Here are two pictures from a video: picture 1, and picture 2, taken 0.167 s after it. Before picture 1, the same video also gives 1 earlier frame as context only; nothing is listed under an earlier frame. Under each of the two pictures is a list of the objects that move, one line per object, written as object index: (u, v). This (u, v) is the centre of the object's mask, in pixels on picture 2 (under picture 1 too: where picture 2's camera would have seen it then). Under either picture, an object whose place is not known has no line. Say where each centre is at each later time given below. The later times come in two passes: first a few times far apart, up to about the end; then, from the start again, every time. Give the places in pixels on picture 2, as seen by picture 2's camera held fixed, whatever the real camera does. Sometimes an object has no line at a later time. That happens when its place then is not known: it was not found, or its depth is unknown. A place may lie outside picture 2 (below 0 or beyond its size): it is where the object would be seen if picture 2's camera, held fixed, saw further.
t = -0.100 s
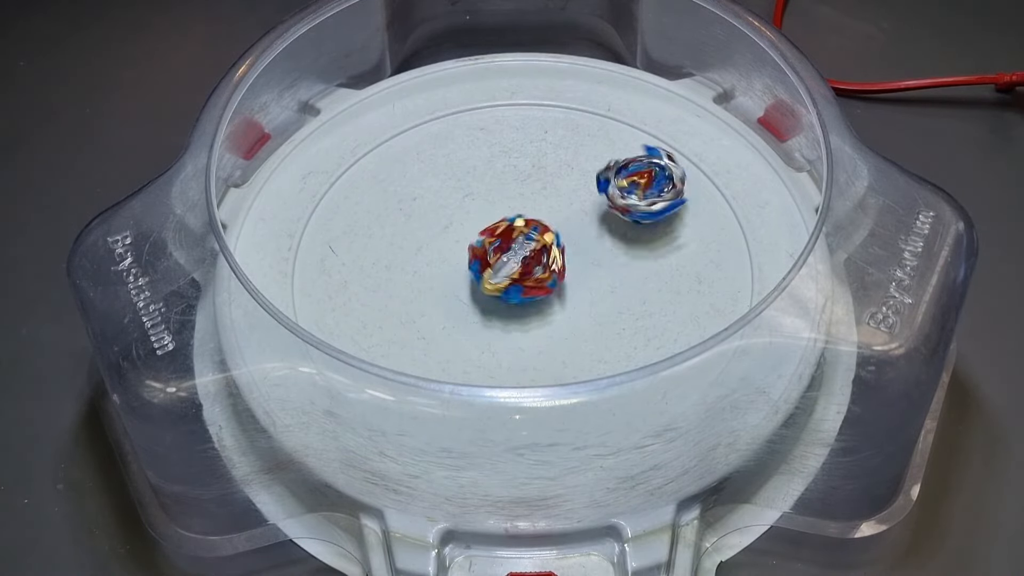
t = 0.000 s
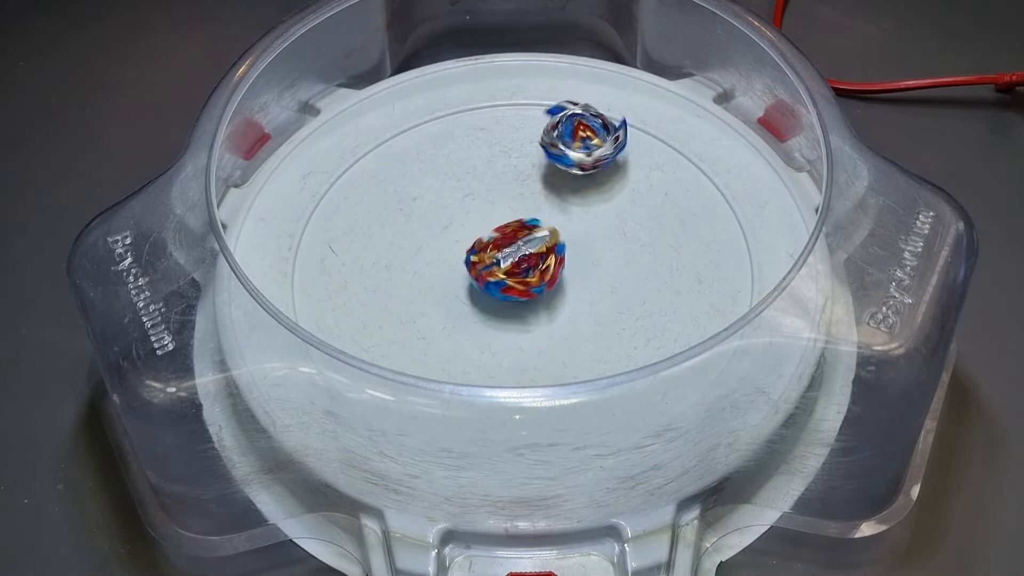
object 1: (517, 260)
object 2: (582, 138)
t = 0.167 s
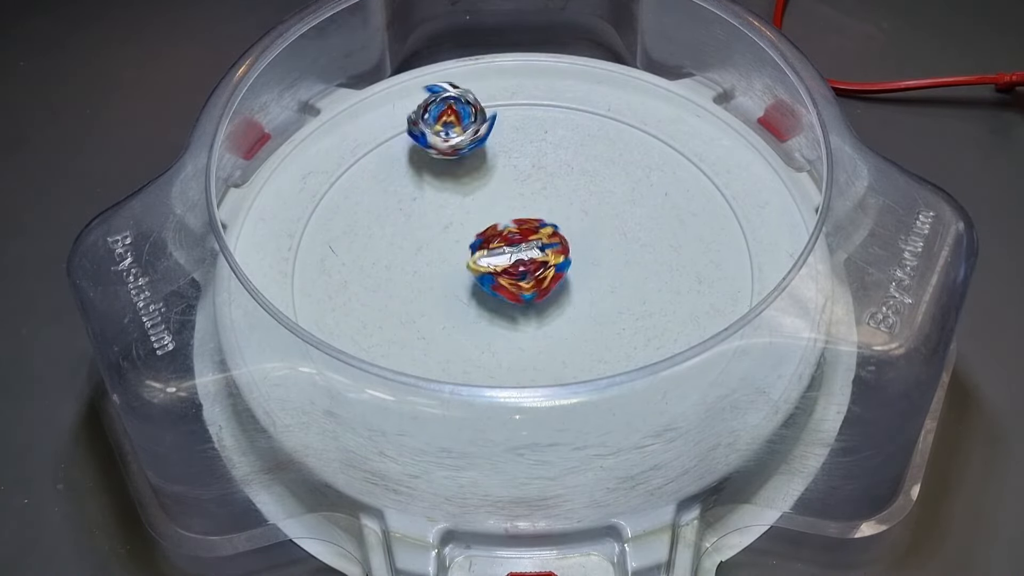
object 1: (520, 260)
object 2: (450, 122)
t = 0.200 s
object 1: (518, 259)
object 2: (425, 130)
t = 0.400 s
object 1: (523, 259)
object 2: (363, 256)
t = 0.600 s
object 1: (526, 256)
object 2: (498, 356)
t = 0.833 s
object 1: (522, 257)
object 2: (690, 301)
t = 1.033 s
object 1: (522, 258)
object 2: (646, 179)
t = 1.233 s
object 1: (522, 257)
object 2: (488, 147)
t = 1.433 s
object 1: (517, 259)
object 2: (357, 212)
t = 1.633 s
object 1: (522, 255)
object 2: (408, 335)
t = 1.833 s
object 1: (525, 260)
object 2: (591, 340)
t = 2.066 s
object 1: (522, 255)
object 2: (681, 212)
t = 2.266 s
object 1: (528, 255)
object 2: (570, 137)
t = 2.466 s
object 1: (524, 252)
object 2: (426, 179)
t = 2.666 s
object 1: (525, 252)
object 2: (375, 291)
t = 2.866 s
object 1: (521, 255)
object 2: (499, 359)
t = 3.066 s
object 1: (520, 255)
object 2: (639, 299)
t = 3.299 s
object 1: (519, 260)
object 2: (622, 165)
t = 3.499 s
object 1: (517, 262)
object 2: (495, 136)
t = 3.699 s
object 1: (518, 271)
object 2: (402, 222)
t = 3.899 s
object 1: (523, 269)
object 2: (434, 335)
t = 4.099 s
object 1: (525, 265)
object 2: (581, 350)
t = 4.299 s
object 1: (525, 268)
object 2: (644, 253)
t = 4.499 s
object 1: (521, 263)
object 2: (574, 162)
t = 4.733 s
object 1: (526, 264)
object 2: (434, 163)
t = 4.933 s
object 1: (532, 255)
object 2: (407, 269)
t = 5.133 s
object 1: (527, 261)
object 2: (512, 345)
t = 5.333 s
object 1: (523, 254)
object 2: (643, 310)
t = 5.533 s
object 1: (517, 258)
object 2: (623, 209)
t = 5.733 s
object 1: (507, 257)
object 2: (512, 161)
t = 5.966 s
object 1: (514, 260)
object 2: (394, 210)
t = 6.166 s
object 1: (517, 265)
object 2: (438, 308)
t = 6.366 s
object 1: (515, 258)
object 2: (574, 331)
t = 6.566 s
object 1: (520, 256)
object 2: (653, 258)
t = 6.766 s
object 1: (518, 259)
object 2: (584, 186)
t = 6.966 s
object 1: (522, 256)
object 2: (465, 179)
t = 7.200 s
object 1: (517, 260)
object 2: (394, 262)
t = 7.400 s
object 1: (529, 267)
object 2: (474, 328)
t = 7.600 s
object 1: (553, 258)
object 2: (564, 315)
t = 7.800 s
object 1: (565, 241)
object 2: (588, 308)
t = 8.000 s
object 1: (526, 227)
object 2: (570, 311)
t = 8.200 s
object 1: (504, 240)
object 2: (581, 289)
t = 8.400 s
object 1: (502, 252)
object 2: (585, 277)
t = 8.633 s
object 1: (502, 253)
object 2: (585, 276)
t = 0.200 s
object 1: (518, 259)
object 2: (425, 130)
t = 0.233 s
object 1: (521, 259)
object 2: (401, 143)
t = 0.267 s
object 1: (520, 259)
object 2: (382, 161)
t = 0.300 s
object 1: (523, 259)
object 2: (368, 181)
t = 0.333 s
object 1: (522, 259)
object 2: (360, 206)
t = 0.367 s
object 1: (525, 259)
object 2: (359, 231)
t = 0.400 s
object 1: (523, 259)
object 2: (363, 256)
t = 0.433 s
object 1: (525, 258)
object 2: (374, 281)
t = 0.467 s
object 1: (523, 258)
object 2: (390, 304)
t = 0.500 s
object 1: (526, 256)
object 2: (411, 326)
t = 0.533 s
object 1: (524, 257)
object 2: (438, 341)
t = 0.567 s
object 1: (528, 255)
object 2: (466, 350)
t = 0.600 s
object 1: (526, 256)
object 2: (498, 356)
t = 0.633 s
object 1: (527, 255)
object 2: (528, 358)
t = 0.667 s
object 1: (526, 257)
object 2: (560, 357)
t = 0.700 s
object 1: (524, 255)
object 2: (593, 353)
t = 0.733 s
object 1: (525, 258)
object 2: (623, 344)
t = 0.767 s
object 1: (522, 256)
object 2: (650, 332)
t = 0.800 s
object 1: (524, 258)
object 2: (671, 318)
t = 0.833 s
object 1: (522, 257)
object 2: (690, 301)
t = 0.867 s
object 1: (525, 258)
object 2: (700, 278)
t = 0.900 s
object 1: (522, 257)
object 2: (700, 255)
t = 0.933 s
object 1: (525, 257)
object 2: (696, 232)
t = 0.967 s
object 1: (522, 257)
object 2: (683, 212)
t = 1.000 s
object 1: (523, 255)
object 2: (667, 194)
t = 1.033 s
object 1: (522, 258)
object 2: (646, 179)
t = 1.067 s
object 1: (520, 256)
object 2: (622, 167)
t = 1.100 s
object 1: (522, 259)
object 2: (597, 157)
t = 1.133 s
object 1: (520, 258)
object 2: (570, 150)
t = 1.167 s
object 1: (524, 259)
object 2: (543, 147)
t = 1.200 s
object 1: (521, 259)
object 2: (515, 145)
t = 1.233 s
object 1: (522, 257)
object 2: (488, 147)
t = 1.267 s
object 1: (520, 259)
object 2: (461, 150)
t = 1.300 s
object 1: (518, 257)
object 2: (435, 157)
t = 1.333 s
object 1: (520, 260)
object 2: (412, 166)
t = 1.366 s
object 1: (517, 259)
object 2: (390, 179)
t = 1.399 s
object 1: (521, 258)
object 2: (373, 194)
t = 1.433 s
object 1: (517, 259)
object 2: (357, 212)
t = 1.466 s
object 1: (517, 255)
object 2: (349, 233)
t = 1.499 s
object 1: (518, 258)
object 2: (347, 254)
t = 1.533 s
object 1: (517, 257)
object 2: (352, 279)
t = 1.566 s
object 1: (523, 257)
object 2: (365, 300)
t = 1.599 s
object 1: (521, 258)
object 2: (383, 321)
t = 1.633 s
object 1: (522, 255)
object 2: (408, 335)
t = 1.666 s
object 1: (523, 259)
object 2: (438, 345)
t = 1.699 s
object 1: (520, 259)
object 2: (469, 350)
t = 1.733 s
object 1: (526, 258)
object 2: (499, 354)
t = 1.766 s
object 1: (523, 259)
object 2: (532, 353)
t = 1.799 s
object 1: (522, 256)
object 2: (565, 349)
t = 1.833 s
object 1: (525, 260)
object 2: (591, 340)
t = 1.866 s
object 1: (522, 260)
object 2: (620, 329)
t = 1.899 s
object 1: (526, 258)
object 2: (641, 313)
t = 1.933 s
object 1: (523, 260)
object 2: (660, 294)
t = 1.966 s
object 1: (520, 258)
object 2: (673, 274)
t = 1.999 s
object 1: (525, 260)
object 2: (681, 254)
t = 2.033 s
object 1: (522, 259)
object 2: (683, 232)
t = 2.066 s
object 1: (522, 255)
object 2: (681, 212)
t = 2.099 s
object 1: (524, 258)
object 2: (673, 191)
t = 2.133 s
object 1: (523, 256)
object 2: (659, 175)
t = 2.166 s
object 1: (529, 254)
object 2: (642, 160)
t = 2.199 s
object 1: (528, 257)
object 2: (620, 149)
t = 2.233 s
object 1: (524, 256)
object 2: (597, 141)
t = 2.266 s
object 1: (528, 255)
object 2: (570, 137)
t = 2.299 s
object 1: (524, 255)
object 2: (545, 137)
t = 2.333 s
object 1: (521, 251)
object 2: (518, 140)
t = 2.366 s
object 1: (525, 253)
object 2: (494, 146)
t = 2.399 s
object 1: (523, 253)
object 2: (469, 155)
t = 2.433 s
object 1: (522, 248)
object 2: (446, 167)
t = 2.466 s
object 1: (524, 252)
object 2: (426, 179)
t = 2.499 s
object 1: (522, 252)
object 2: (408, 195)
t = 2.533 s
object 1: (523, 247)
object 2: (394, 211)
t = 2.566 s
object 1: (525, 251)
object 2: (382, 230)
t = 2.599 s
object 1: (522, 251)
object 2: (375, 249)
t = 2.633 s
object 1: (525, 248)
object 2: (371, 270)
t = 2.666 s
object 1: (525, 252)
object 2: (375, 291)
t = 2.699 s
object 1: (522, 253)
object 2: (381, 312)
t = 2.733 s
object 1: (525, 250)
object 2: (396, 330)
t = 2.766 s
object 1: (524, 254)
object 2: (417, 341)
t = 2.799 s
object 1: (520, 255)
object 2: (441, 351)
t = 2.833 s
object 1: (523, 252)
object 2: (470, 357)
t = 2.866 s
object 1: (521, 255)
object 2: (499, 359)
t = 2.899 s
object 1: (517, 256)
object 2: (528, 359)
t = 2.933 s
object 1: (520, 252)
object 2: (558, 353)
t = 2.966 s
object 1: (520, 255)
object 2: (583, 346)
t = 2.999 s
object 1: (516, 256)
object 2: (608, 334)
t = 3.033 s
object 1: (519, 252)
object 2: (625, 317)
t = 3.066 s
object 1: (520, 255)
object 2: (639, 299)
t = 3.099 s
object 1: (518, 256)
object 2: (648, 278)
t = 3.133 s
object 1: (520, 252)
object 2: (653, 258)
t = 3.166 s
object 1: (521, 256)
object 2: (654, 237)
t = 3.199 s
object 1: (518, 257)
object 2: (652, 218)
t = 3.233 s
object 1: (519, 254)
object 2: (645, 198)
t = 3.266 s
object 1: (521, 258)
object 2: (635, 182)
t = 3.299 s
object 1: (519, 260)
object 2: (622, 165)
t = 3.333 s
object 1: (518, 255)
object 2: (605, 153)
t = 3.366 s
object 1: (522, 258)
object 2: (586, 141)
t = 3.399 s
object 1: (523, 262)
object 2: (565, 135)
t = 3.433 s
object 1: (518, 263)
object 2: (542, 131)
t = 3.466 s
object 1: (516, 263)
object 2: (518, 132)
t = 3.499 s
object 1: (517, 262)
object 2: (495, 136)
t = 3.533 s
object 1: (516, 262)
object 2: (472, 145)
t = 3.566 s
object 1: (522, 266)
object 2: (453, 155)
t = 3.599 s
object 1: (520, 269)
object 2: (434, 170)
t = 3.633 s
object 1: (514, 269)
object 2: (420, 186)
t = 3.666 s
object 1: (520, 268)
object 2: (408, 205)
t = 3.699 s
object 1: (518, 271)
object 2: (402, 222)
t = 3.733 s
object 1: (513, 271)
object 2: (396, 243)
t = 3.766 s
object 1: (518, 266)
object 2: (397, 262)
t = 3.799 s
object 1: (518, 269)
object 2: (399, 283)
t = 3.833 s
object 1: (518, 269)
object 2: (408, 301)
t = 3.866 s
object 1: (518, 265)
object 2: (418, 321)
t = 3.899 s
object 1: (523, 269)
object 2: (434, 335)
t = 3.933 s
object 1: (522, 270)
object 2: (454, 347)
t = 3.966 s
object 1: (518, 268)
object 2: (478, 353)
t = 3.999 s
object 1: (521, 267)
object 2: (503, 358)
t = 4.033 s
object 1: (524, 266)
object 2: (530, 359)
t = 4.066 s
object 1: (522, 267)
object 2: (556, 356)
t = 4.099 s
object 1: (525, 265)
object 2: (581, 350)
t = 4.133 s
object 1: (525, 267)
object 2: (604, 341)
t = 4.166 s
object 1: (527, 268)
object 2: (623, 329)
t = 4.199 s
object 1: (529, 264)
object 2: (636, 312)
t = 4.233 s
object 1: (532, 268)
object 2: (642, 292)
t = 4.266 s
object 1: (530, 271)
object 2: (646, 273)
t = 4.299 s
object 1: (525, 268)
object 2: (644, 253)
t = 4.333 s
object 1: (527, 266)
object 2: (640, 235)
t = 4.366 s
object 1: (530, 264)
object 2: (631, 217)
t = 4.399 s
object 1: (529, 265)
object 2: (621, 201)
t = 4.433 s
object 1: (531, 264)
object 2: (607, 186)
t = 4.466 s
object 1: (526, 265)
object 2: (592, 173)
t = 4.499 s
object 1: (521, 263)
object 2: (574, 162)
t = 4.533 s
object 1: (520, 257)
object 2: (557, 153)
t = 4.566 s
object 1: (525, 257)
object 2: (535, 146)
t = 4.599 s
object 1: (530, 258)
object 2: (515, 143)
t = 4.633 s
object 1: (531, 260)
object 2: (492, 142)
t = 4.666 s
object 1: (534, 264)
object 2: (472, 146)
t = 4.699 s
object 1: (531, 265)
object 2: (450, 153)
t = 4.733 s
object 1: (526, 264)
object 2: (434, 163)
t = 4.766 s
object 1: (525, 261)
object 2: (417, 178)
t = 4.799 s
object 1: (522, 260)
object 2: (407, 193)
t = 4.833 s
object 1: (523, 259)
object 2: (401, 212)
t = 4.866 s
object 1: (524, 256)
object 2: (399, 230)
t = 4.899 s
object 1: (528, 255)
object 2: (401, 251)
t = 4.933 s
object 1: (532, 255)
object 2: (407, 269)
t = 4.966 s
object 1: (532, 252)
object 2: (418, 288)
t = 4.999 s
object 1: (534, 252)
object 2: (431, 304)
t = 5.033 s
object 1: (532, 255)
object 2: (448, 319)
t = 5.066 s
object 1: (531, 258)
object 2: (466, 331)
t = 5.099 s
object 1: (529, 259)
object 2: (489, 341)
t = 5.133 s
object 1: (527, 261)
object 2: (512, 345)
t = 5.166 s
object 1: (525, 261)
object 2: (538, 349)
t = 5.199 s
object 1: (522, 259)
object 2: (561, 347)
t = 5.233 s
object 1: (524, 255)
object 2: (588, 343)
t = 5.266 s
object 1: (522, 255)
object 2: (608, 336)
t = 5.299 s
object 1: (525, 255)
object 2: (628, 324)
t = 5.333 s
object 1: (523, 254)
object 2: (643, 310)
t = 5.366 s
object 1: (527, 254)
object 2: (652, 293)
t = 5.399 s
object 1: (523, 254)
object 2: (655, 274)
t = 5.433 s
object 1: (522, 256)
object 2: (653, 257)
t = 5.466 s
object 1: (519, 255)
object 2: (647, 239)
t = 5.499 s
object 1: (519, 257)
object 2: (636, 224)
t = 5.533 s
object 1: (517, 258)
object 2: (623, 209)
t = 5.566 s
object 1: (514, 259)
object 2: (607, 197)
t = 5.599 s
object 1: (513, 258)
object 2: (590, 186)
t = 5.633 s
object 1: (509, 259)
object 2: (573, 179)
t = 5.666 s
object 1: (506, 257)
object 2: (553, 171)
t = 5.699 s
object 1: (503, 259)
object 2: (533, 165)
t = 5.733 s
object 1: (507, 257)
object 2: (512, 161)
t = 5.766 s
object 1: (505, 257)
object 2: (492, 161)
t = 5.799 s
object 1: (508, 258)
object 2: (470, 161)
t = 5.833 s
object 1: (509, 258)
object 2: (451, 165)
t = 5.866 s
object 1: (516, 259)
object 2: (431, 173)
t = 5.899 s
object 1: (516, 264)
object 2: (416, 181)
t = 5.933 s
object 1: (515, 262)
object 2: (403, 195)
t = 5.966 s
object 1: (514, 260)
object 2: (394, 210)
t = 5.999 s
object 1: (514, 261)
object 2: (390, 227)
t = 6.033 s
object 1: (511, 264)
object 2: (391, 244)
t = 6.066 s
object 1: (512, 265)
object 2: (397, 261)
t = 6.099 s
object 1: (512, 264)
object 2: (406, 279)
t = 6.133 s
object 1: (519, 263)
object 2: (421, 293)
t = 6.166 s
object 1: (517, 265)
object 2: (438, 308)
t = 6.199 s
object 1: (521, 263)
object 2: (457, 318)
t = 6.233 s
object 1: (516, 261)
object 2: (480, 326)
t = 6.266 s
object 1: (516, 259)
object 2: (501, 331)
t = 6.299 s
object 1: (516, 258)
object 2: (526, 335)
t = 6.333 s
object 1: (516, 256)
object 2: (550, 334)
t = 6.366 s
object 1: (515, 258)
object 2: (574, 331)
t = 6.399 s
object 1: (515, 260)
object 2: (595, 326)
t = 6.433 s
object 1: (517, 260)
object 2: (616, 316)
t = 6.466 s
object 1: (518, 260)
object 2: (633, 304)
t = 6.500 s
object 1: (518, 261)
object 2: (644, 290)
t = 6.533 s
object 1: (517, 259)
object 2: (653, 274)
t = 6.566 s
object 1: (520, 256)
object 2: (653, 258)
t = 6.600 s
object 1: (520, 259)
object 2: (652, 242)
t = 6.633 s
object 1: (519, 259)
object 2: (645, 228)
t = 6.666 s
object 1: (518, 259)
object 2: (633, 214)
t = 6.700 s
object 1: (514, 259)
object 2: (620, 202)
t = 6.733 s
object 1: (515, 259)
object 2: (602, 193)
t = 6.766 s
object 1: (518, 259)
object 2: (584, 186)
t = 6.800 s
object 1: (517, 255)
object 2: (565, 180)
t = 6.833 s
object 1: (518, 255)
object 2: (545, 176)
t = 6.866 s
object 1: (521, 256)
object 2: (525, 175)
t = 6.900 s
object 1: (520, 257)
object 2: (504, 174)
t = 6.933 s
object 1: (522, 255)
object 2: (486, 176)
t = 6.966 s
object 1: (522, 256)
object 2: (465, 179)
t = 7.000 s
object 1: (521, 258)
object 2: (447, 185)
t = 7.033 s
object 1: (520, 258)
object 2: (430, 193)
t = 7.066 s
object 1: (519, 259)
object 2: (415, 202)
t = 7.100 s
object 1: (517, 259)
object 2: (404, 215)
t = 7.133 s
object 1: (518, 257)
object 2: (396, 229)
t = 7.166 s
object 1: (519, 257)
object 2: (394, 245)
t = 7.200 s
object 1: (517, 260)
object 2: (394, 262)
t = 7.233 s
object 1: (516, 263)
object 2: (402, 276)
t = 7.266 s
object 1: (515, 264)
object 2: (415, 293)
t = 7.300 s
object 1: (515, 266)
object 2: (429, 304)
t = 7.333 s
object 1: (516, 267)
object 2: (450, 315)
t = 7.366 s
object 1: (519, 264)
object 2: (467, 323)
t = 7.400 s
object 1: (529, 267)
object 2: (474, 328)
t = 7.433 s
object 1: (539, 271)
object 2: (487, 332)
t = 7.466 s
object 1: (547, 272)
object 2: (502, 336)
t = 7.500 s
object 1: (555, 271)
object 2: (519, 335)
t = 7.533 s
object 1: (557, 267)
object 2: (537, 331)
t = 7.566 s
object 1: (557, 262)
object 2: (552, 323)
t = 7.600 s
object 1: (553, 258)
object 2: (564, 315)
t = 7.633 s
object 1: (546, 257)
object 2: (572, 307)
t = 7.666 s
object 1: (551, 253)
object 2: (577, 308)
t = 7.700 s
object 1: (557, 249)
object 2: (583, 308)
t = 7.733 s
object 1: (557, 244)
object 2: (588, 308)
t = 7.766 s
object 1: (561, 243)
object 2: (588, 307)
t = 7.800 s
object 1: (565, 241)
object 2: (588, 308)
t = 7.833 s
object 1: (565, 234)
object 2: (587, 313)
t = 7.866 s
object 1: (560, 228)
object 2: (585, 315)
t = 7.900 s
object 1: (551, 224)
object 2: (582, 317)
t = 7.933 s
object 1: (542, 223)
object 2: (579, 317)
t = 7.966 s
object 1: (534, 224)
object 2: (575, 315)
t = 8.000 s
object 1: (526, 227)
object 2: (570, 311)
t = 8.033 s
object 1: (518, 231)
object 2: (565, 306)
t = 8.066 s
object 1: (513, 236)
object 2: (563, 302)
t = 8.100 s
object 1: (509, 237)
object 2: (567, 303)
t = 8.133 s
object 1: (506, 236)
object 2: (575, 295)
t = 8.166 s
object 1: (505, 238)
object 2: (579, 291)
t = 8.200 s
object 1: (504, 240)
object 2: (581, 289)
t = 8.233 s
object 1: (503, 242)
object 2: (580, 283)
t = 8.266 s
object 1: (502, 245)
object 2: (580, 280)
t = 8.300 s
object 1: (502, 248)
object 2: (580, 279)
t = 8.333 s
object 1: (502, 250)
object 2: (582, 277)
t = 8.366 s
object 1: (502, 251)
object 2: (584, 277)
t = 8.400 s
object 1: (502, 252)
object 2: (585, 277)
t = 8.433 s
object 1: (502, 252)
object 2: (585, 277)
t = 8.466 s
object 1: (502, 252)
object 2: (585, 276)
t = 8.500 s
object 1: (502, 253)
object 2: (585, 277)
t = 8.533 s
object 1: (502, 253)
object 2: (585, 277)
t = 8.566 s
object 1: (502, 253)
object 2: (585, 277)
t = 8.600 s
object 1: (502, 253)
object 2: (585, 277)
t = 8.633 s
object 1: (502, 253)
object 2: (585, 276)
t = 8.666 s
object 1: (502, 253)
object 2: (585, 277)
